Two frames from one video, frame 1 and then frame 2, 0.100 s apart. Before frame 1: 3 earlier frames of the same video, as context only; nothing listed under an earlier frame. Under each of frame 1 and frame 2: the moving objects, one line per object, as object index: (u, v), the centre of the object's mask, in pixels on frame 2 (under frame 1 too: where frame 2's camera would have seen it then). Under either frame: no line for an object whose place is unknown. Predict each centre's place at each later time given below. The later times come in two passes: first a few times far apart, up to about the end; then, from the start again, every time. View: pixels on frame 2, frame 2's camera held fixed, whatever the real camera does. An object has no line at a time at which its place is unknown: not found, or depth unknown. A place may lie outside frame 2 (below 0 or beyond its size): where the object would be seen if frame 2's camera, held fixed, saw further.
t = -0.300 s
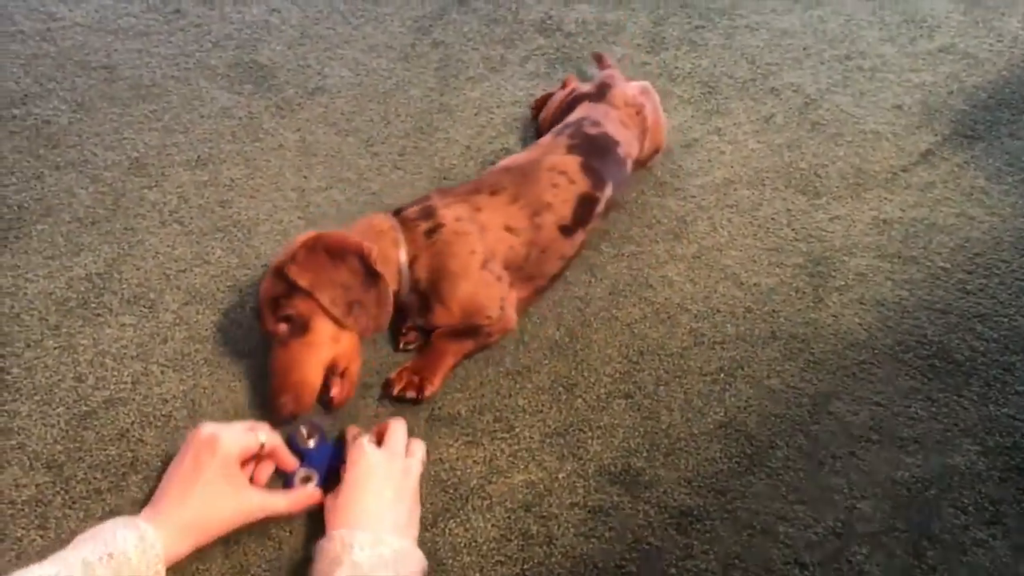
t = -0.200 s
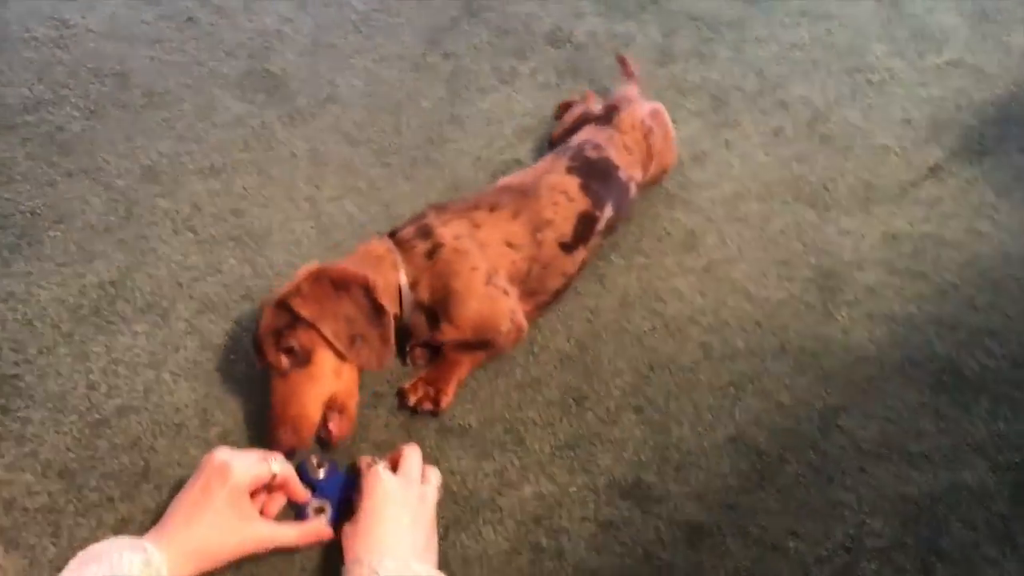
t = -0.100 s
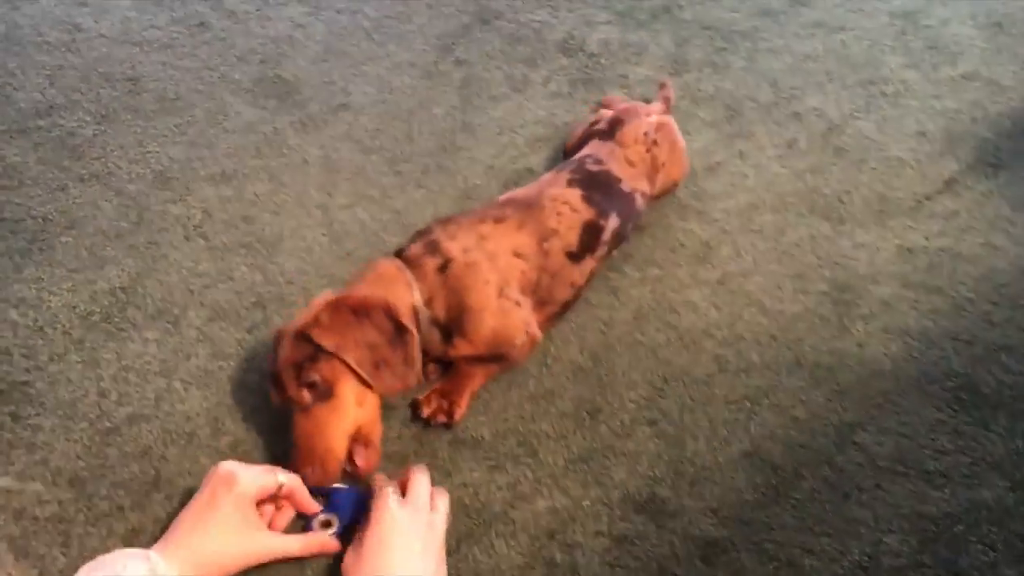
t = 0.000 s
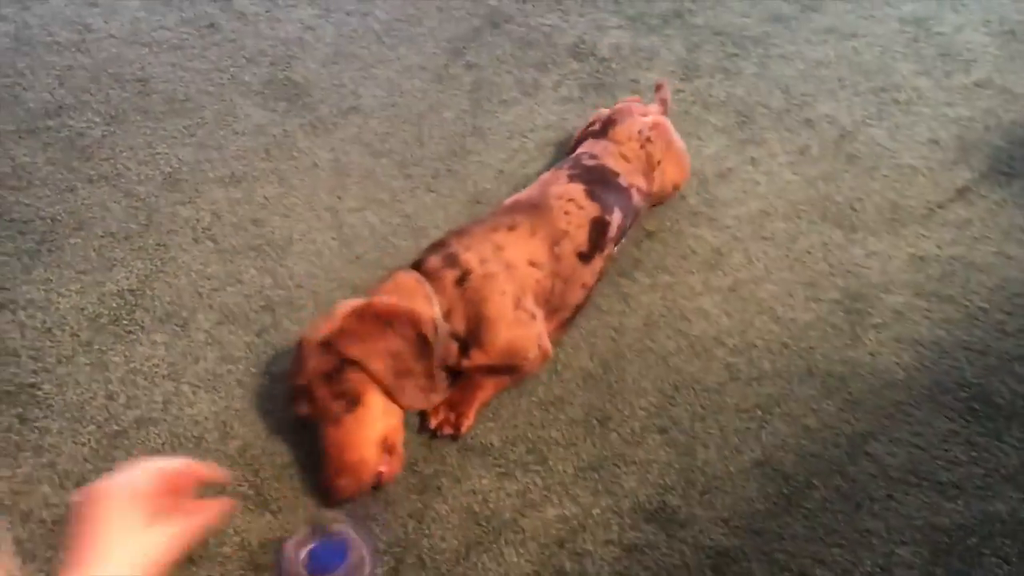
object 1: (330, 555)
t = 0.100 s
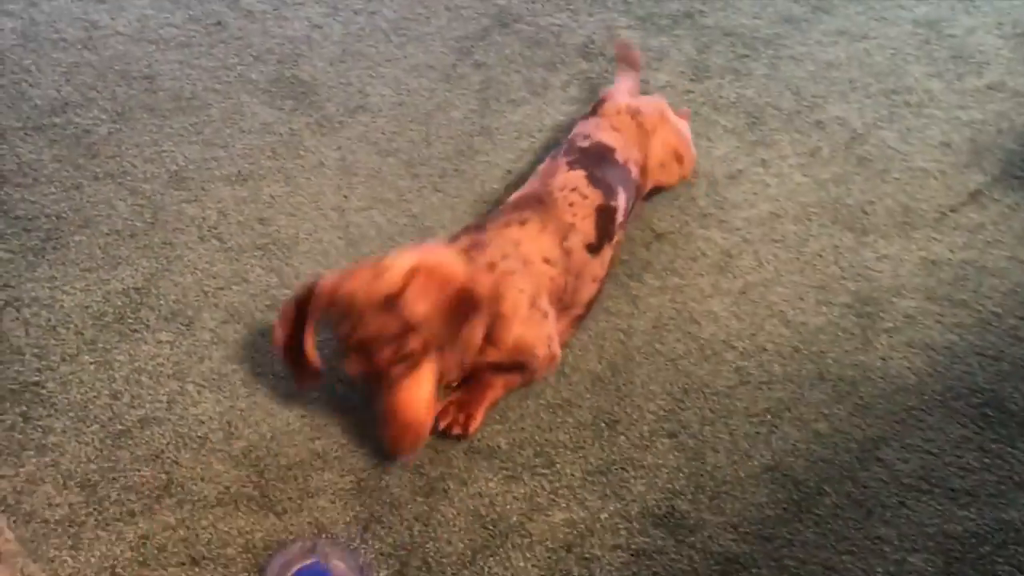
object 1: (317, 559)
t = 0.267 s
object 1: (314, 560)
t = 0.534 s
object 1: (313, 570)
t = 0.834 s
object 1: (310, 584)
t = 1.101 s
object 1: (312, 584)
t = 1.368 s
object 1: (311, 584)
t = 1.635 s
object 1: (311, 584)
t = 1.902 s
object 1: (312, 584)
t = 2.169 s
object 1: (312, 584)
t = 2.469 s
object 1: (311, 584)
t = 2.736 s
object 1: (311, 584)
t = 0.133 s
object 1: (315, 560)
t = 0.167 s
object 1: (315, 560)
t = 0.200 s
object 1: (315, 560)
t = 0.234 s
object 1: (314, 560)
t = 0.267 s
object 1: (314, 560)
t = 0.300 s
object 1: (314, 560)
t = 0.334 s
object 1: (314, 561)
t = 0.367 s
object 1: (313, 562)
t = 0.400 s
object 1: (313, 563)
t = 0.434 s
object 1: (314, 564)
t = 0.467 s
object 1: (313, 565)
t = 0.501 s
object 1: (314, 567)
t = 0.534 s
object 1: (313, 570)
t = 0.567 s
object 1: (311, 572)
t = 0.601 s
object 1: (311, 575)
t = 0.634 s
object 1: (310, 578)
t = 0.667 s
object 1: (309, 580)
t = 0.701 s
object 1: (309, 583)
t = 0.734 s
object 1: (309, 584)
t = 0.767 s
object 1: (309, 585)
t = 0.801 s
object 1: (309, 584)
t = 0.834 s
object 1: (310, 584)
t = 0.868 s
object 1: (311, 584)
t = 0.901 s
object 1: (311, 584)
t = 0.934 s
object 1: (311, 585)
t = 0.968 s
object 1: (311, 584)
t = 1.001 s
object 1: (311, 584)
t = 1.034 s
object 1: (311, 584)
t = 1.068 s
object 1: (312, 584)
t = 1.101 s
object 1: (312, 584)
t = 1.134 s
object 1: (311, 584)
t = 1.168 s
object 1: (311, 584)
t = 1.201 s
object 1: (311, 584)
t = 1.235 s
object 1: (311, 584)
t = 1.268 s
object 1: (311, 584)
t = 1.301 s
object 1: (311, 584)
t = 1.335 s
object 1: (311, 584)
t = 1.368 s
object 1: (311, 584)
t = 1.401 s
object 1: (311, 584)
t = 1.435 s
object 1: (311, 583)
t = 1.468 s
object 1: (311, 584)
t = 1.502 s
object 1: (311, 584)
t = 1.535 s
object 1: (311, 583)
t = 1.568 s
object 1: (311, 583)
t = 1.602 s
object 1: (311, 583)
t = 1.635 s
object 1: (311, 584)
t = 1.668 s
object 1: (311, 583)
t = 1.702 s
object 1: (311, 584)
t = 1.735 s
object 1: (312, 584)
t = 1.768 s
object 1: (312, 584)
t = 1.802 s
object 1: (312, 584)
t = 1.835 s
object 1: (312, 584)
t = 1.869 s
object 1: (312, 584)
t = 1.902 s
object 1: (312, 584)
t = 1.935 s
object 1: (311, 584)
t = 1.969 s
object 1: (311, 584)
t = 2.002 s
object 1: (312, 584)
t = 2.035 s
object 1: (312, 584)
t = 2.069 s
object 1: (312, 584)
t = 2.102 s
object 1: (312, 584)
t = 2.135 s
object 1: (312, 584)
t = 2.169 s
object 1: (312, 584)
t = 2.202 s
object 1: (312, 584)
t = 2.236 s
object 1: (311, 584)
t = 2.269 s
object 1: (311, 584)
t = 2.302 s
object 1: (312, 583)
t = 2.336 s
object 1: (311, 583)
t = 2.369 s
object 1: (312, 584)
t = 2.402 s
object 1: (311, 584)
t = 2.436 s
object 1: (311, 584)
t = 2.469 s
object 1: (311, 584)
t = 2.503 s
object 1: (311, 584)
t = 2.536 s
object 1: (311, 584)
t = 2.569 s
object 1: (311, 583)
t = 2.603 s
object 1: (311, 583)
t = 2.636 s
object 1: (312, 584)
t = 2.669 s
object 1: (312, 584)
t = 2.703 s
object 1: (312, 584)
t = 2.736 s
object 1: (311, 584)
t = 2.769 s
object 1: (311, 584)
